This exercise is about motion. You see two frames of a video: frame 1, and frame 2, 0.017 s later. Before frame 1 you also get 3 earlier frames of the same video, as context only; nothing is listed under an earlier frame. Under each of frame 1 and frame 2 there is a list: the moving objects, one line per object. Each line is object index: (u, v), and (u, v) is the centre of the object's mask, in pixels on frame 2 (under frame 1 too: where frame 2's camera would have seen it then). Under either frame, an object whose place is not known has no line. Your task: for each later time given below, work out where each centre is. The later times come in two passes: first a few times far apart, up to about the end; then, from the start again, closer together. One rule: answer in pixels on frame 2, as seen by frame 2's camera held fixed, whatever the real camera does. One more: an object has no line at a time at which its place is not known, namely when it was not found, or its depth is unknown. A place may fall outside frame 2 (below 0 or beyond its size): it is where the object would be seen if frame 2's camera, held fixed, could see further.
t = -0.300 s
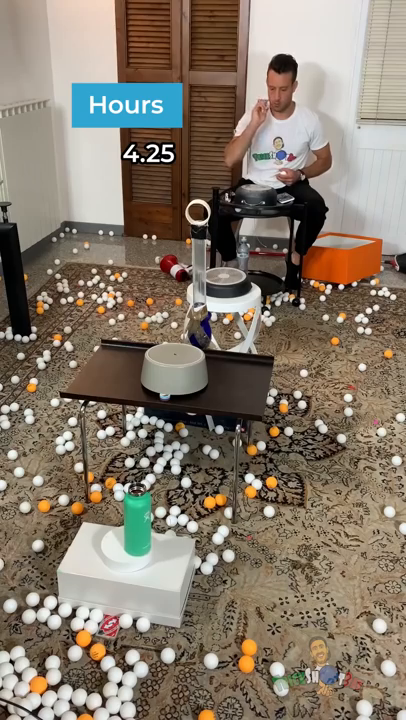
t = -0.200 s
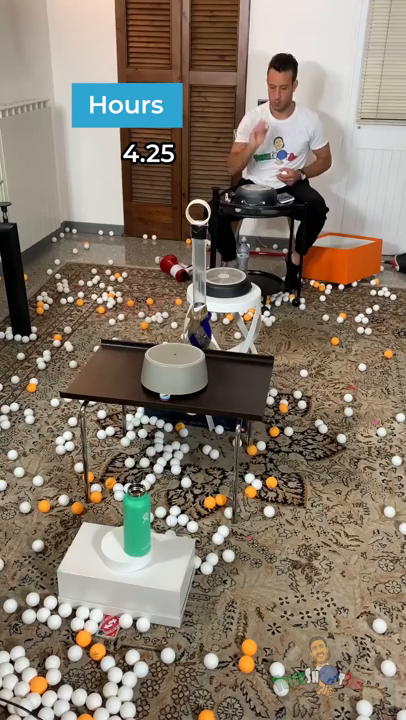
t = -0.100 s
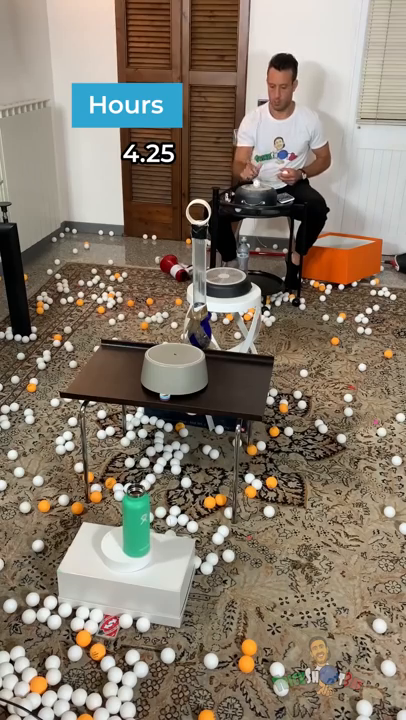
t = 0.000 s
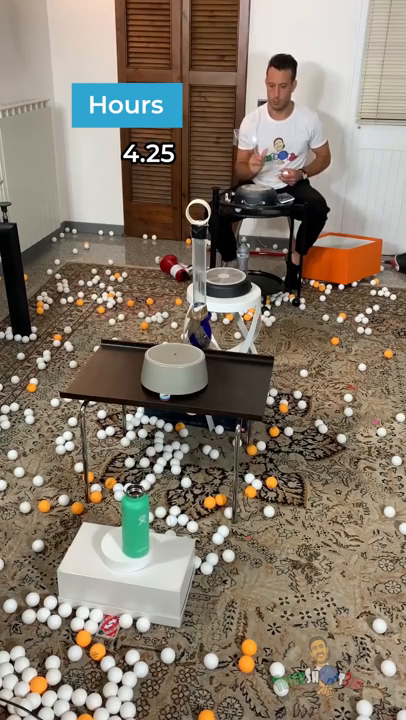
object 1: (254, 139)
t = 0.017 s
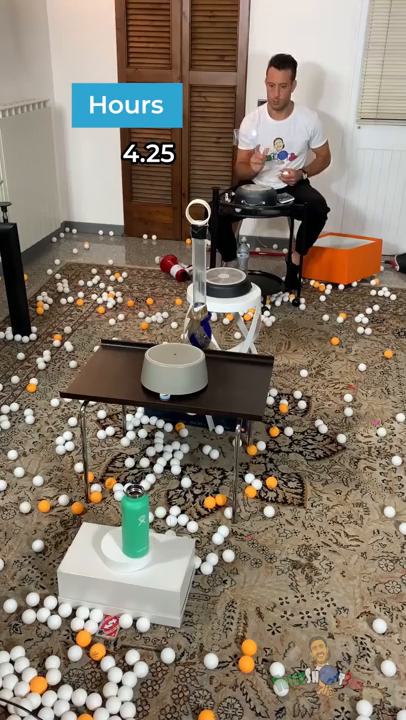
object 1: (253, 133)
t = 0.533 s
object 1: (222, 255)
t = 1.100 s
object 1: (170, 347)
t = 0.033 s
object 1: (253, 127)
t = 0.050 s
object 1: (253, 122)
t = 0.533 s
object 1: (222, 255)
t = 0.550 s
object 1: (221, 269)
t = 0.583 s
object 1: (219, 258)
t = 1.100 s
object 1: (170, 347)
